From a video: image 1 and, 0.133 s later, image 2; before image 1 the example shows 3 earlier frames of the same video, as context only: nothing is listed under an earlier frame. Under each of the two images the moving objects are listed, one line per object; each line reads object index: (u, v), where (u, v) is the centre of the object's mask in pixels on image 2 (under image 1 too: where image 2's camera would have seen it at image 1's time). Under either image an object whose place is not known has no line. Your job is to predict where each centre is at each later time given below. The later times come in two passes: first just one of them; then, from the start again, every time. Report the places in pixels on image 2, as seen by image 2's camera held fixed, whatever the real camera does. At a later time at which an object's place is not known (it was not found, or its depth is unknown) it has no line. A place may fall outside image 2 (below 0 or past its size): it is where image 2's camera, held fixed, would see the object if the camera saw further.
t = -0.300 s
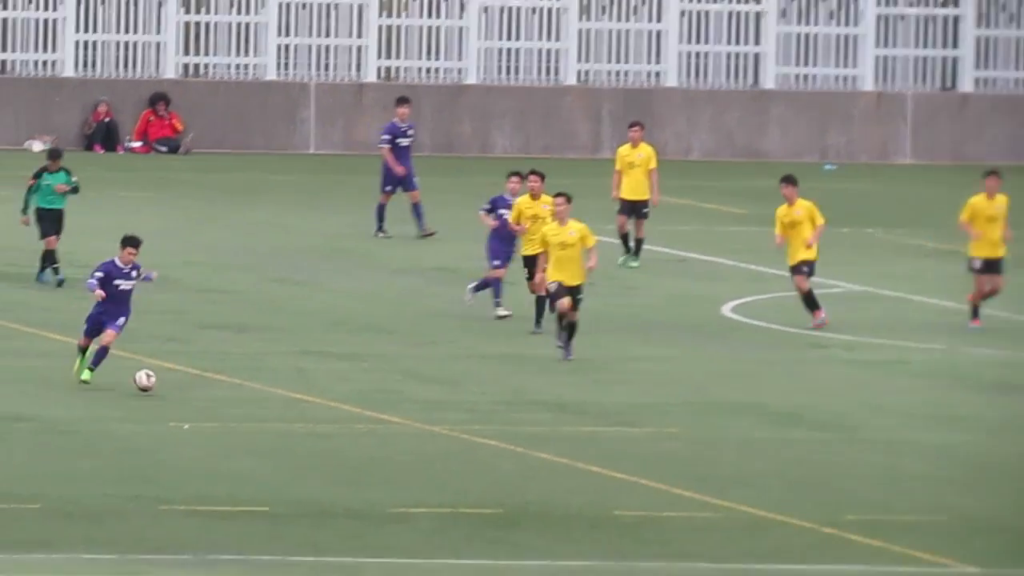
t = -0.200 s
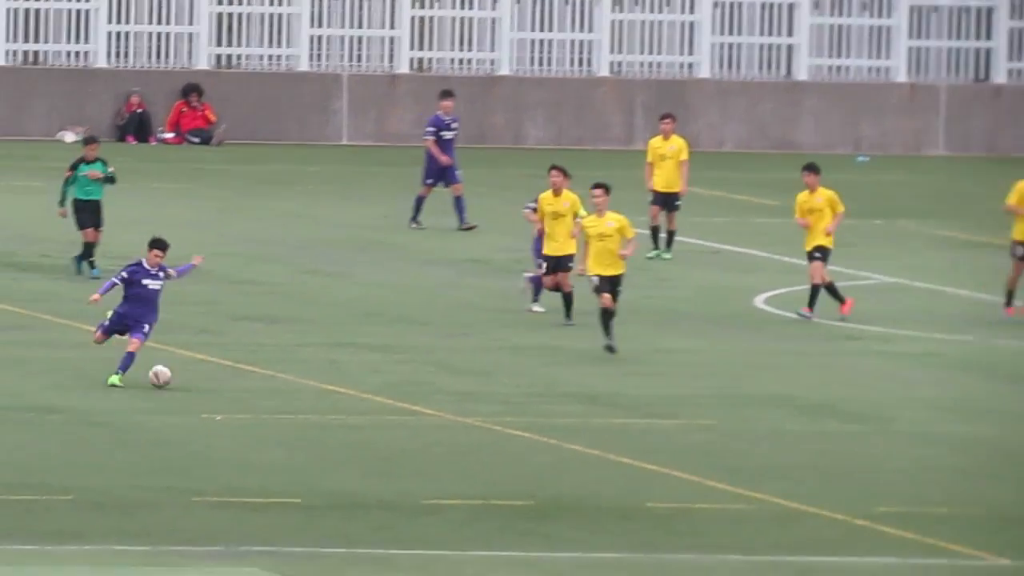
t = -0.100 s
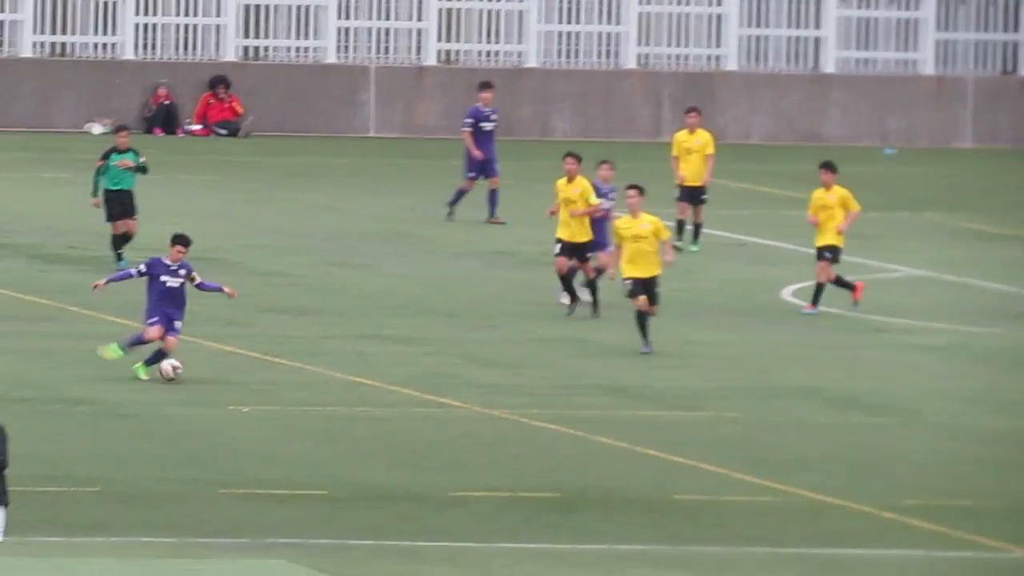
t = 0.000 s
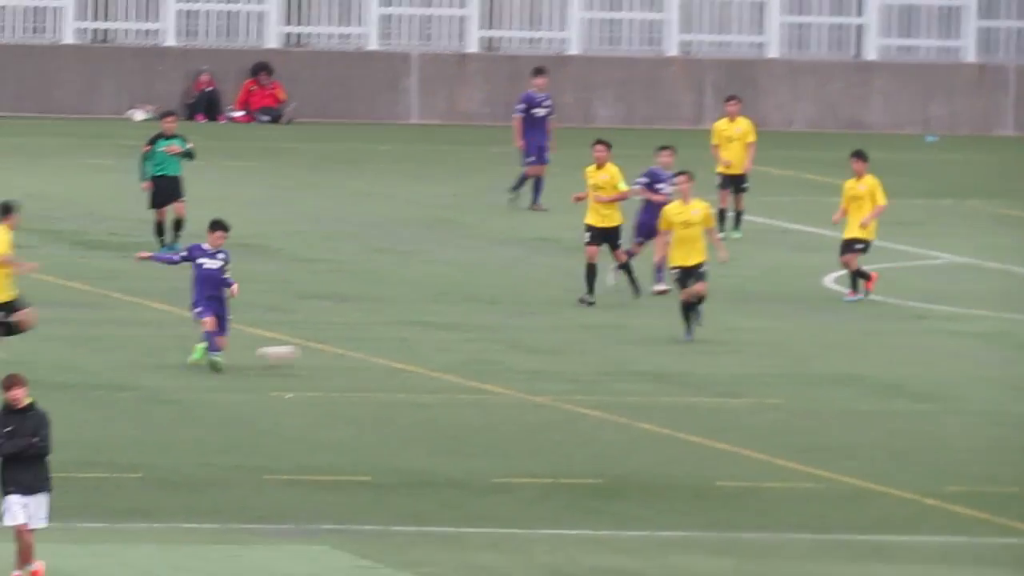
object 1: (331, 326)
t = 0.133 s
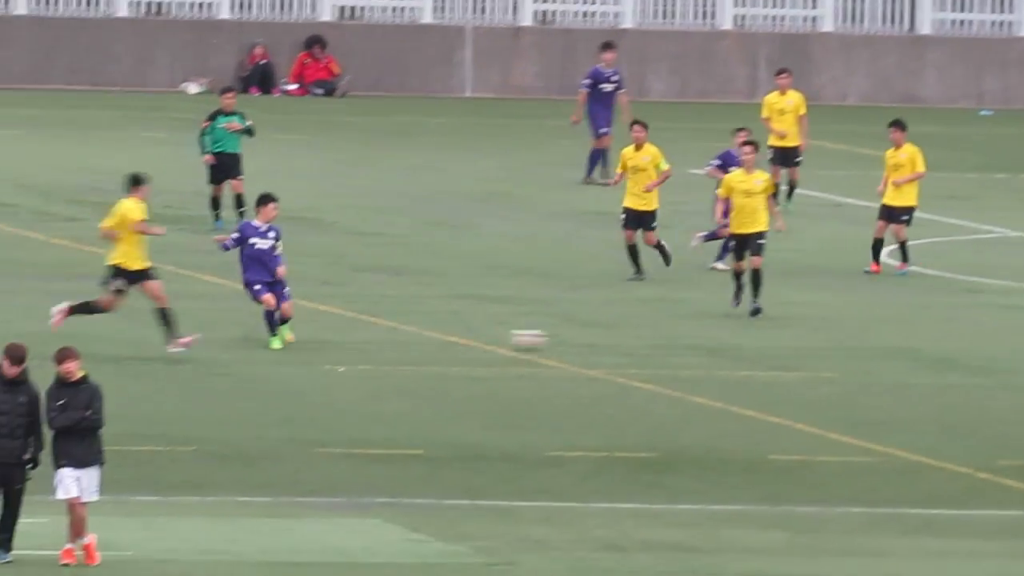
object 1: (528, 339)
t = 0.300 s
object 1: (756, 354)
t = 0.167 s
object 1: (574, 343)
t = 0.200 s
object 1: (625, 349)
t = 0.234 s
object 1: (670, 354)
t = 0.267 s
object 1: (714, 353)
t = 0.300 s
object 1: (756, 354)
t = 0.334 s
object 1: (797, 355)
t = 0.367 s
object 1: (841, 358)
